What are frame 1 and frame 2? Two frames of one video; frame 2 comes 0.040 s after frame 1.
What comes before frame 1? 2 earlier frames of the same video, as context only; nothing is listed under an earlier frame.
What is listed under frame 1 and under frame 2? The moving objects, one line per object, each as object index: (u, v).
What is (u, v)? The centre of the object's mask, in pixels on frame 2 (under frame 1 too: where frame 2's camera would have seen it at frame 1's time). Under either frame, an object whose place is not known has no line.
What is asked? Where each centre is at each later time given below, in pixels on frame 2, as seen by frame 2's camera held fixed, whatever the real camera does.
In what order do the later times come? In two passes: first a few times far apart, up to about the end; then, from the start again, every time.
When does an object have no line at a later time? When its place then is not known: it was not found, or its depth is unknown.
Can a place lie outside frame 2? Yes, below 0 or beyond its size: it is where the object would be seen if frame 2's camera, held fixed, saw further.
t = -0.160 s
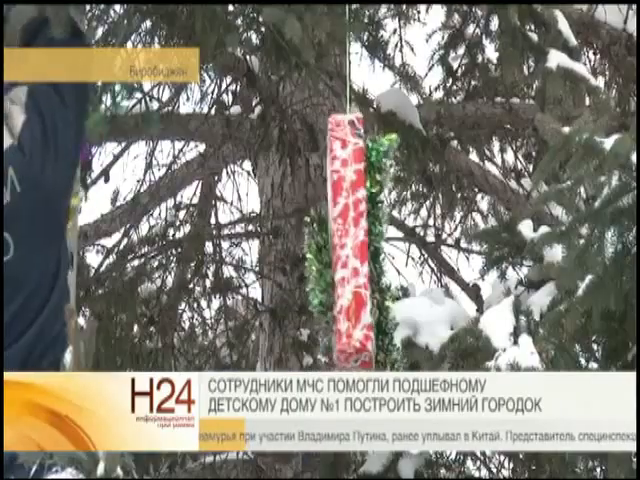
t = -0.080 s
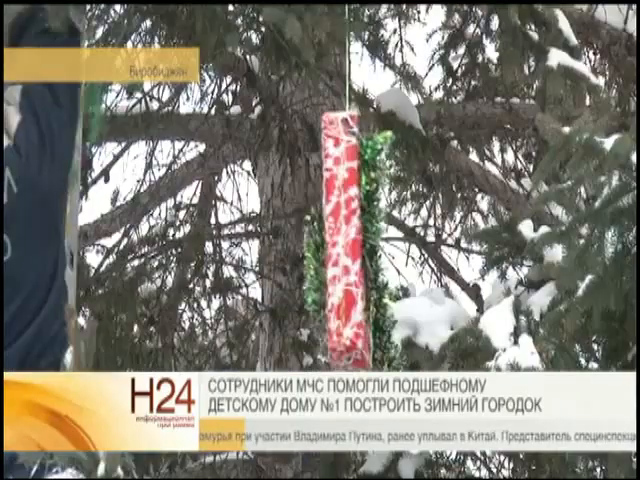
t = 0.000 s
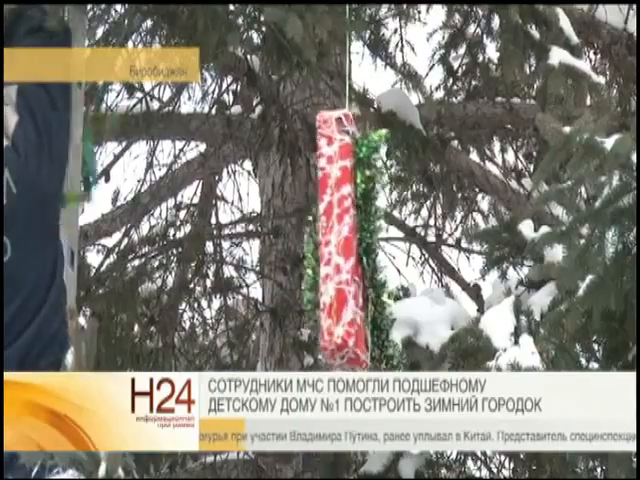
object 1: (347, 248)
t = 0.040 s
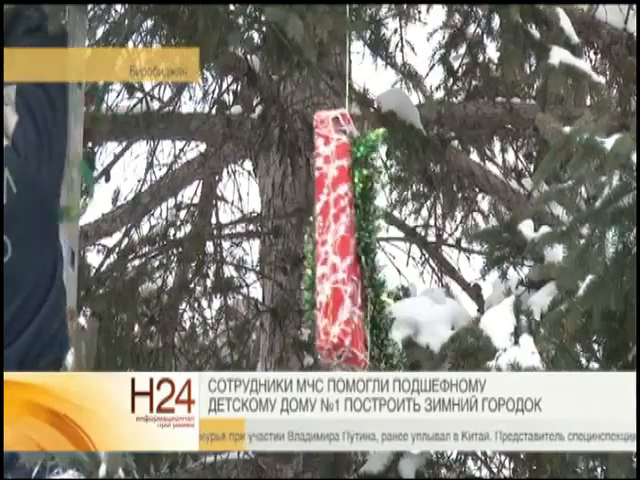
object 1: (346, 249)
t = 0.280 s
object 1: (345, 248)
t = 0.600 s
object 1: (354, 251)
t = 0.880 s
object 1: (360, 253)
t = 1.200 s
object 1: (356, 252)
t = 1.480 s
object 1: (348, 253)
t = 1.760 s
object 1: (348, 251)
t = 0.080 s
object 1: (345, 249)
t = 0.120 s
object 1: (344, 249)
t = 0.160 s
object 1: (344, 249)
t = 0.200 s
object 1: (344, 248)
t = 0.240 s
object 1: (344, 248)
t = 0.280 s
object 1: (345, 248)
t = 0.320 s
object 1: (345, 249)
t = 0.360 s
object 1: (346, 250)
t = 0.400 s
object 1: (348, 250)
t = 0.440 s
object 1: (349, 251)
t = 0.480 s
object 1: (350, 251)
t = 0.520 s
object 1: (352, 252)
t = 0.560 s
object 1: (353, 252)
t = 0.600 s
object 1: (354, 251)
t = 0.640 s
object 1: (356, 251)
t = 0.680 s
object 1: (356, 251)
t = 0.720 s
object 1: (358, 251)
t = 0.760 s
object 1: (358, 251)
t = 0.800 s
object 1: (359, 251)
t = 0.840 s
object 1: (360, 252)
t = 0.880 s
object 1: (360, 253)
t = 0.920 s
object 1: (361, 254)
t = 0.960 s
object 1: (361, 254)
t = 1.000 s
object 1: (360, 254)
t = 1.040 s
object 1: (360, 254)
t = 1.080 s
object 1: (360, 253)
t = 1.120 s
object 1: (359, 253)
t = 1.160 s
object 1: (357, 252)
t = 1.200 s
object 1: (356, 252)
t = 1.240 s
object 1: (355, 251)
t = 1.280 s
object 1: (354, 252)
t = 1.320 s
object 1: (353, 252)
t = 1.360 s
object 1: (351, 252)
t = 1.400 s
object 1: (351, 253)
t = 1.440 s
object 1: (350, 253)
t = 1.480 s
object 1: (348, 253)
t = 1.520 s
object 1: (348, 253)
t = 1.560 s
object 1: (347, 253)
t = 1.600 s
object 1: (347, 253)
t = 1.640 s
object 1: (347, 253)
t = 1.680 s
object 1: (347, 252)
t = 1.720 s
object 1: (347, 252)
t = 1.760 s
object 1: (348, 251)
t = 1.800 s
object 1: (349, 250)
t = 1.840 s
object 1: (350, 250)
